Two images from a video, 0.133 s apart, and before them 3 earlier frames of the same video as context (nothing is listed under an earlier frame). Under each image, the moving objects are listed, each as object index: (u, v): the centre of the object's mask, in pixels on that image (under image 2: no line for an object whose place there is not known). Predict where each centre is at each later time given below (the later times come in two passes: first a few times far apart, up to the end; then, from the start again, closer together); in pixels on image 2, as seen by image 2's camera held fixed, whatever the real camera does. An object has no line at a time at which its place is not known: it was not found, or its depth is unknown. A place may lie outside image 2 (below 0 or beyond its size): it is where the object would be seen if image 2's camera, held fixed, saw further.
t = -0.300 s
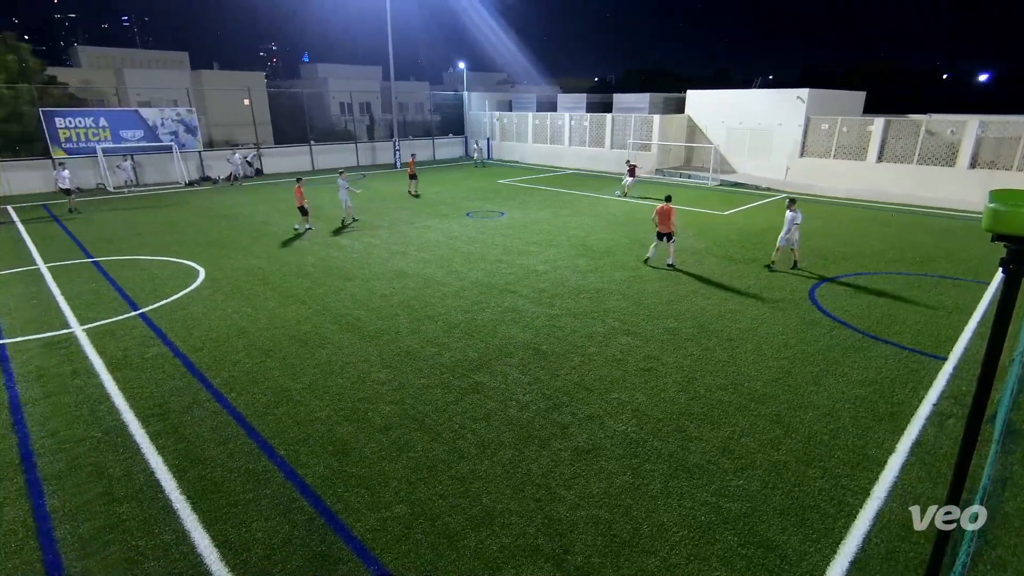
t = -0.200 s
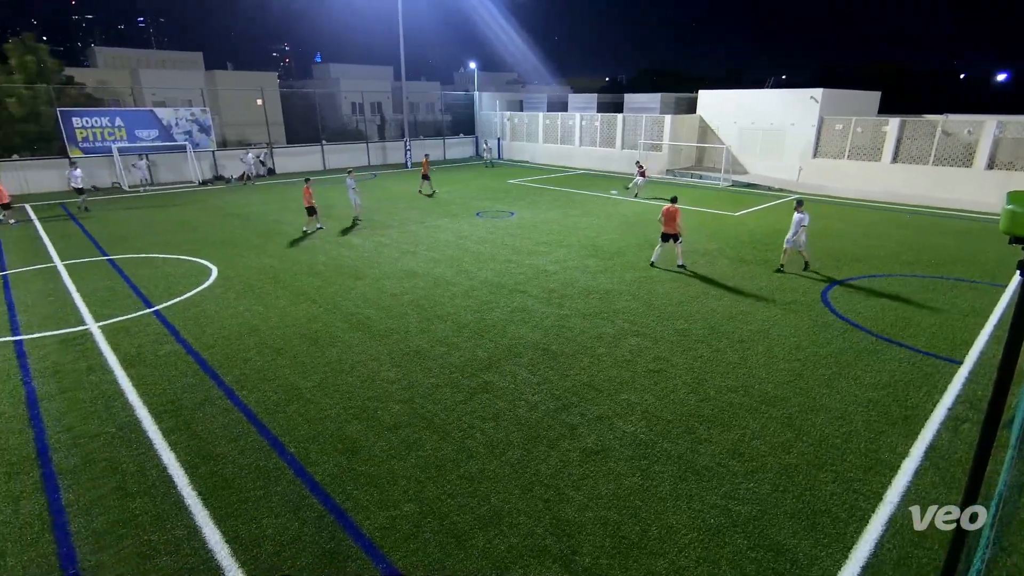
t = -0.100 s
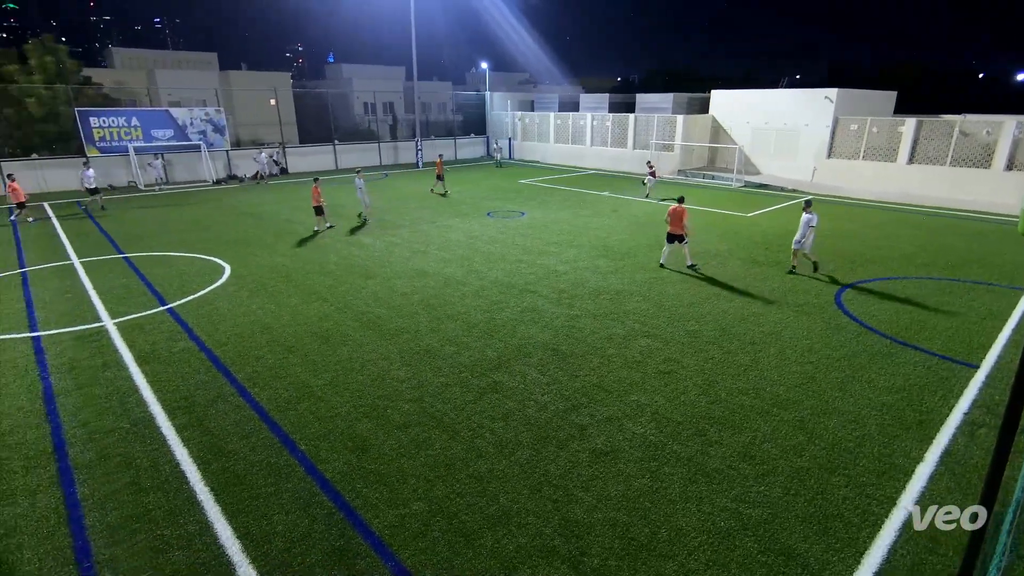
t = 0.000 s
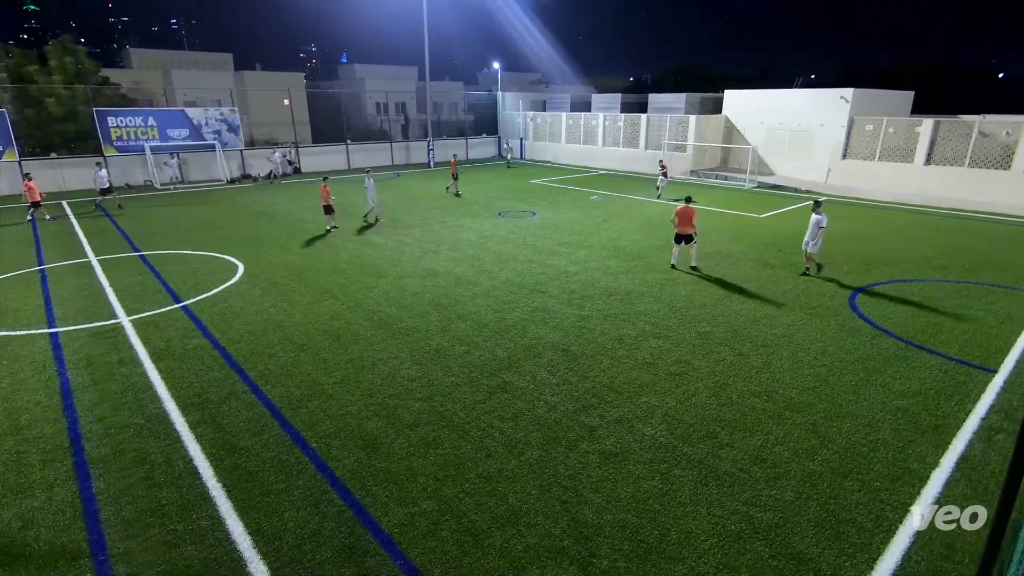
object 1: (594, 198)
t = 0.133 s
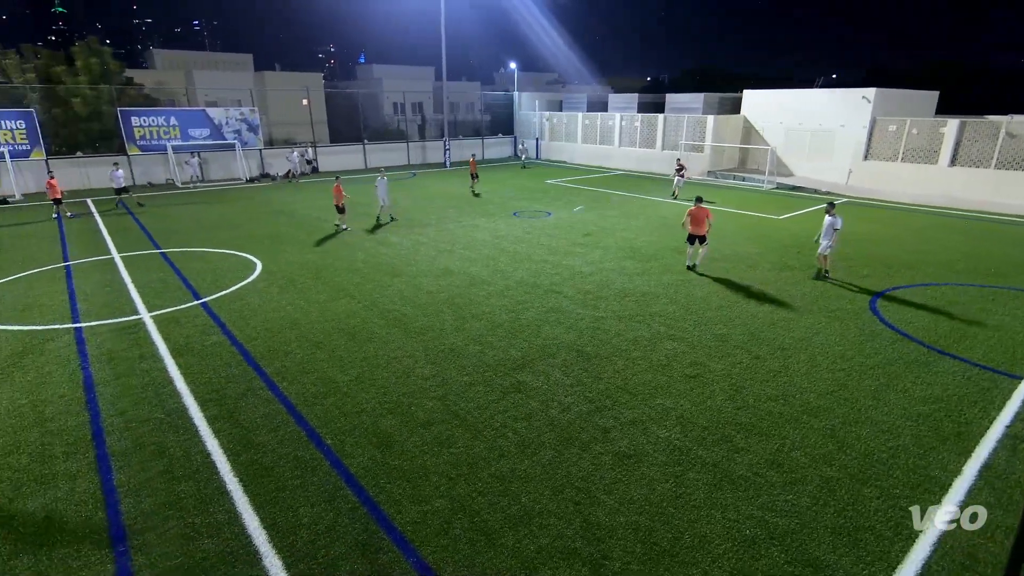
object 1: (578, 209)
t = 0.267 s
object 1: (541, 229)
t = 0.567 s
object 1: (446, 269)
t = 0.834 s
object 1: (326, 341)
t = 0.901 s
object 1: (290, 355)
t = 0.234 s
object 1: (551, 224)
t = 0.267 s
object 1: (541, 229)
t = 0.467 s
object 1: (480, 260)
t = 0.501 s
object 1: (470, 262)
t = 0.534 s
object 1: (458, 266)
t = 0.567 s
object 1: (446, 269)
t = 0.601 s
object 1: (433, 275)
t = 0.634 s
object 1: (421, 281)
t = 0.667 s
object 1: (407, 288)
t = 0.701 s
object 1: (393, 295)
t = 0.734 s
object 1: (378, 304)
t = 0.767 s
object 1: (360, 315)
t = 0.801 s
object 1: (343, 328)
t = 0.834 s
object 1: (326, 341)
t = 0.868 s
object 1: (308, 350)
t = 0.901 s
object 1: (290, 355)
